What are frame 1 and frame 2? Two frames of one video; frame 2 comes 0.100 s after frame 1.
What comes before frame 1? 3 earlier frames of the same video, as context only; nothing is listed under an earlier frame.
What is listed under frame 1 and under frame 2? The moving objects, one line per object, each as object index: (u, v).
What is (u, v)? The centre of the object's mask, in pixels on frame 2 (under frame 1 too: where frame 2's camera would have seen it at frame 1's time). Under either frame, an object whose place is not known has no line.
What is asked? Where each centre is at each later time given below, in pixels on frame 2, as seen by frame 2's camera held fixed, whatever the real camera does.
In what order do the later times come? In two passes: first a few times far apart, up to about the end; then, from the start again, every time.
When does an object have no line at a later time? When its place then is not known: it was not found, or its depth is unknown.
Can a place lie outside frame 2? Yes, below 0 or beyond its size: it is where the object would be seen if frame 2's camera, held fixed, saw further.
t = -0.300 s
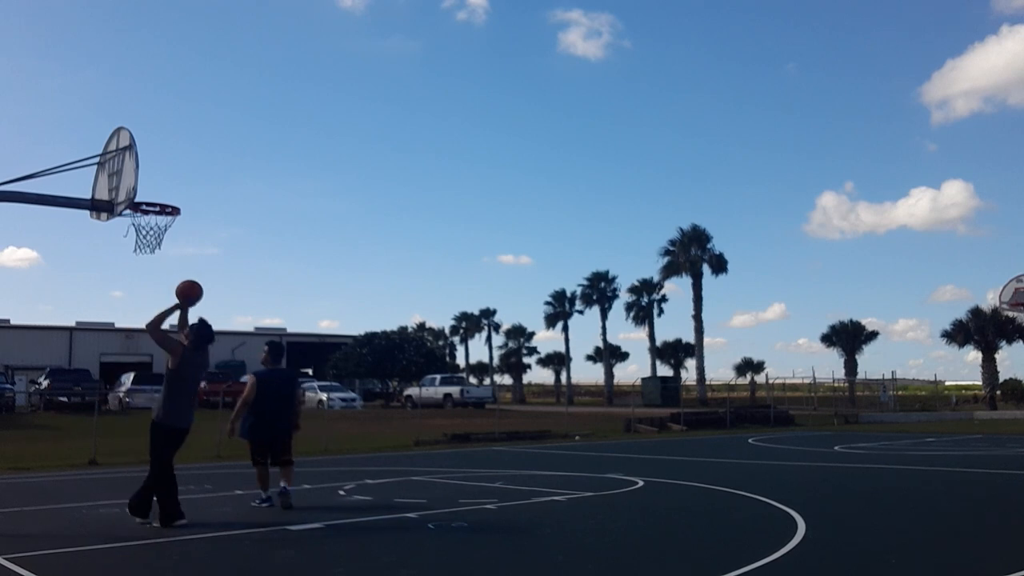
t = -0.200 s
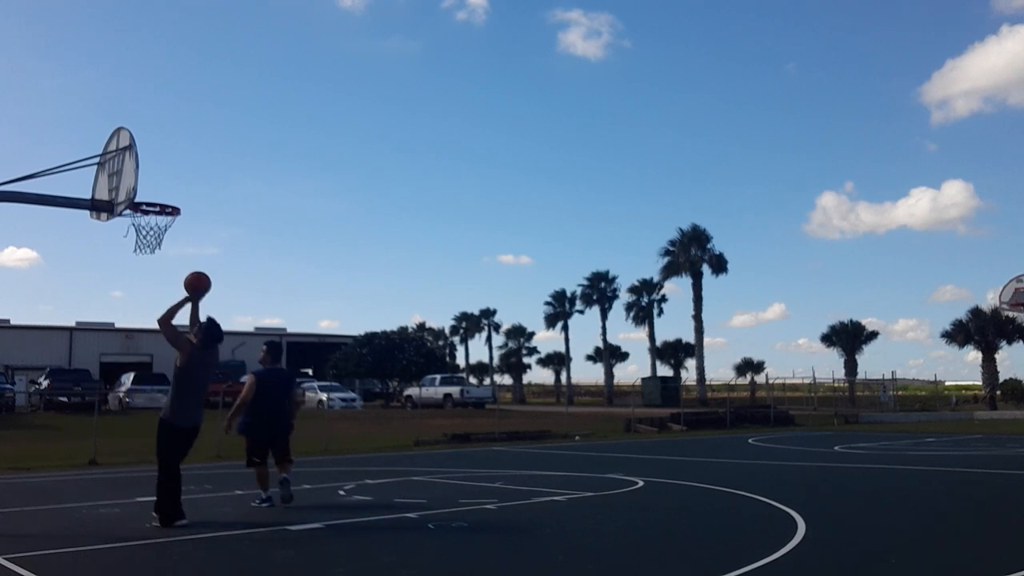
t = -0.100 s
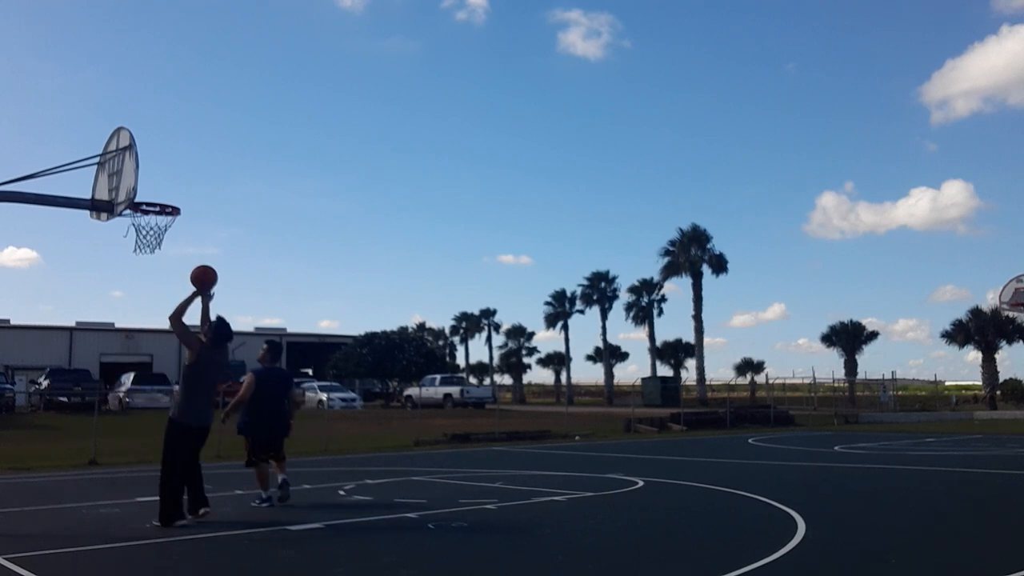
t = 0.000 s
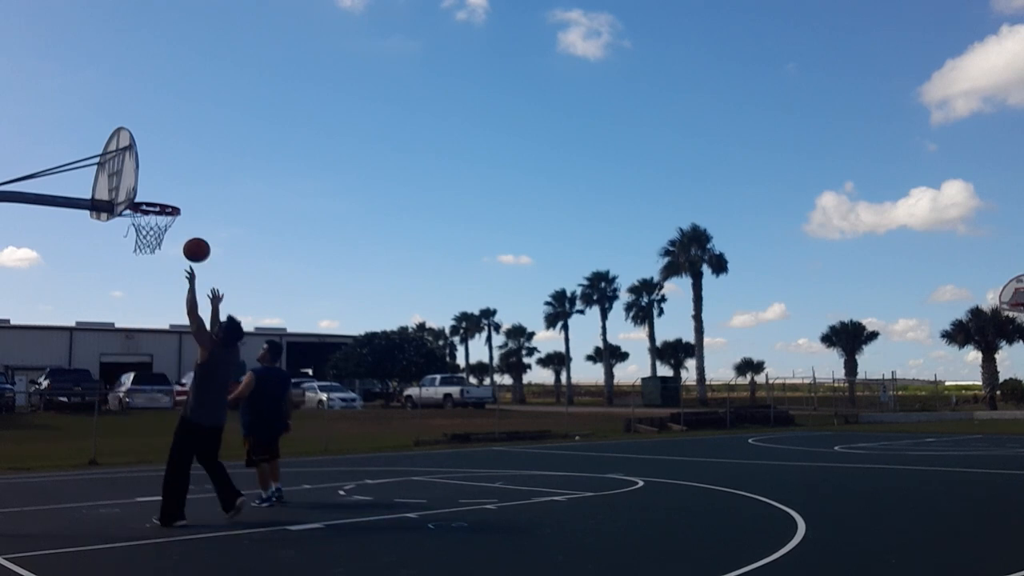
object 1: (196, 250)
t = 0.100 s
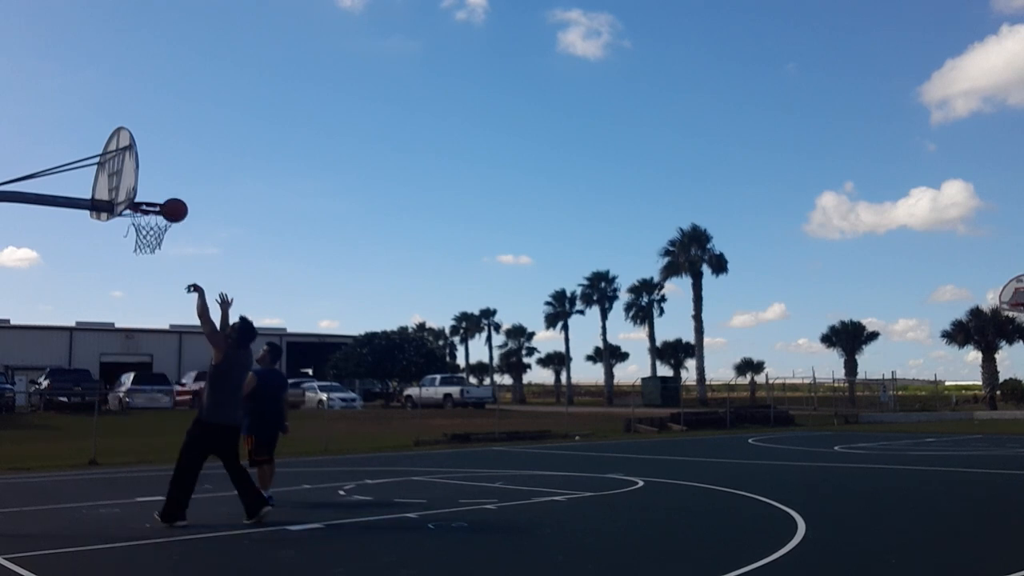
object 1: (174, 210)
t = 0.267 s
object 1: (146, 171)
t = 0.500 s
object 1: (162, 194)
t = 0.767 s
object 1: (149, 251)
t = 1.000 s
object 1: (130, 333)
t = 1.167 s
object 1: (114, 427)
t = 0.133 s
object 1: (167, 199)
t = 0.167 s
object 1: (160, 190)
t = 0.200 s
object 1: (152, 181)
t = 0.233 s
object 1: (148, 174)
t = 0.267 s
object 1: (146, 171)
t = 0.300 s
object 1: (148, 171)
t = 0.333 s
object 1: (149, 172)
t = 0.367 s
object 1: (152, 174)
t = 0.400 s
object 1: (154, 178)
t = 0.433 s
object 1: (157, 182)
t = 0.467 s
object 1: (159, 188)
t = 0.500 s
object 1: (162, 194)
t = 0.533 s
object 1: (164, 201)
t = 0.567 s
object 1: (167, 209)
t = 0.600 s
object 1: (163, 219)
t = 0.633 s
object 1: (161, 223)
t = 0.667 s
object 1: (158, 231)
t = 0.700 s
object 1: (155, 238)
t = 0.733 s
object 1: (152, 244)
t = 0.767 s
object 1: (149, 251)
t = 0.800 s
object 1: (147, 260)
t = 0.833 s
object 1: (145, 269)
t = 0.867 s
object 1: (142, 279)
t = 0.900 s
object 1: (139, 291)
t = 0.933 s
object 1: (136, 304)
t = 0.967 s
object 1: (133, 318)
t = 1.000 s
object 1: (130, 333)
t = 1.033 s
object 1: (127, 350)
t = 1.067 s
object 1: (124, 367)
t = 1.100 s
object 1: (120, 386)
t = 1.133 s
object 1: (116, 406)
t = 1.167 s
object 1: (114, 427)
